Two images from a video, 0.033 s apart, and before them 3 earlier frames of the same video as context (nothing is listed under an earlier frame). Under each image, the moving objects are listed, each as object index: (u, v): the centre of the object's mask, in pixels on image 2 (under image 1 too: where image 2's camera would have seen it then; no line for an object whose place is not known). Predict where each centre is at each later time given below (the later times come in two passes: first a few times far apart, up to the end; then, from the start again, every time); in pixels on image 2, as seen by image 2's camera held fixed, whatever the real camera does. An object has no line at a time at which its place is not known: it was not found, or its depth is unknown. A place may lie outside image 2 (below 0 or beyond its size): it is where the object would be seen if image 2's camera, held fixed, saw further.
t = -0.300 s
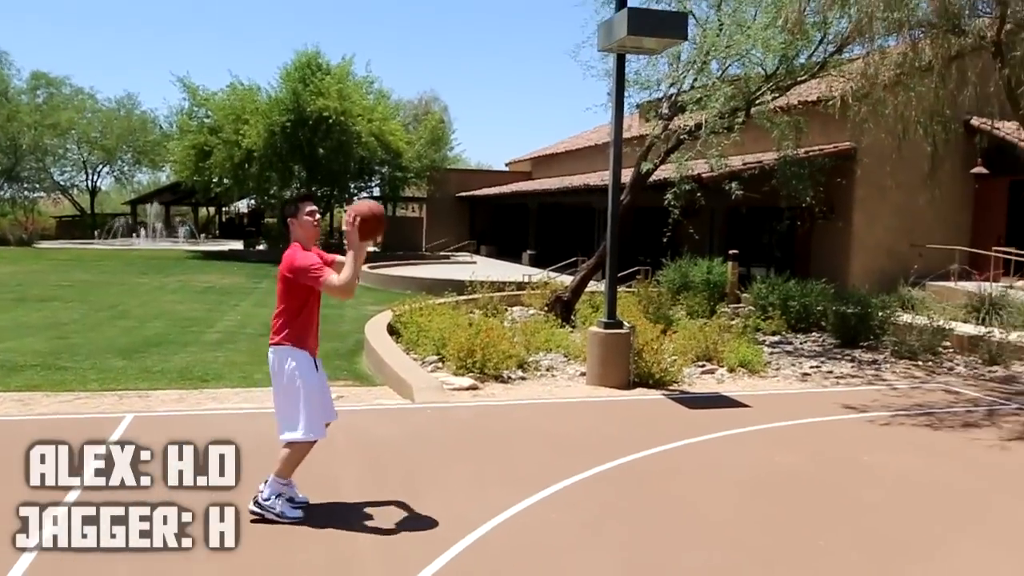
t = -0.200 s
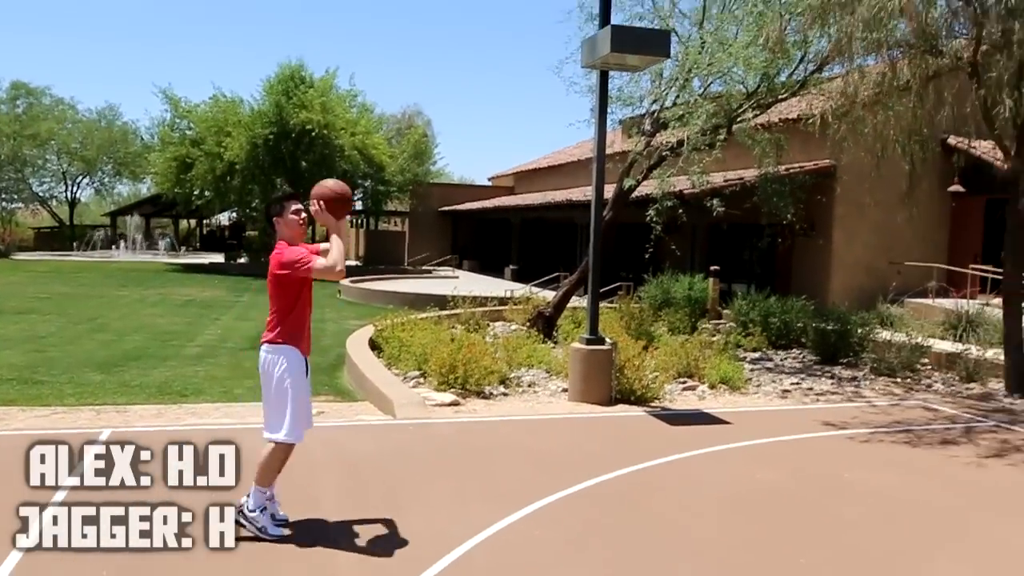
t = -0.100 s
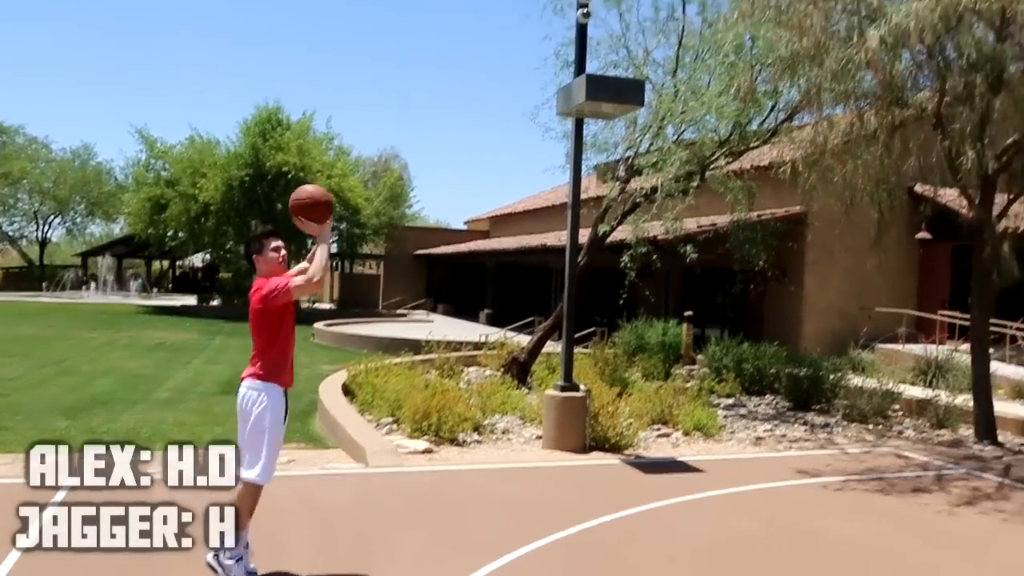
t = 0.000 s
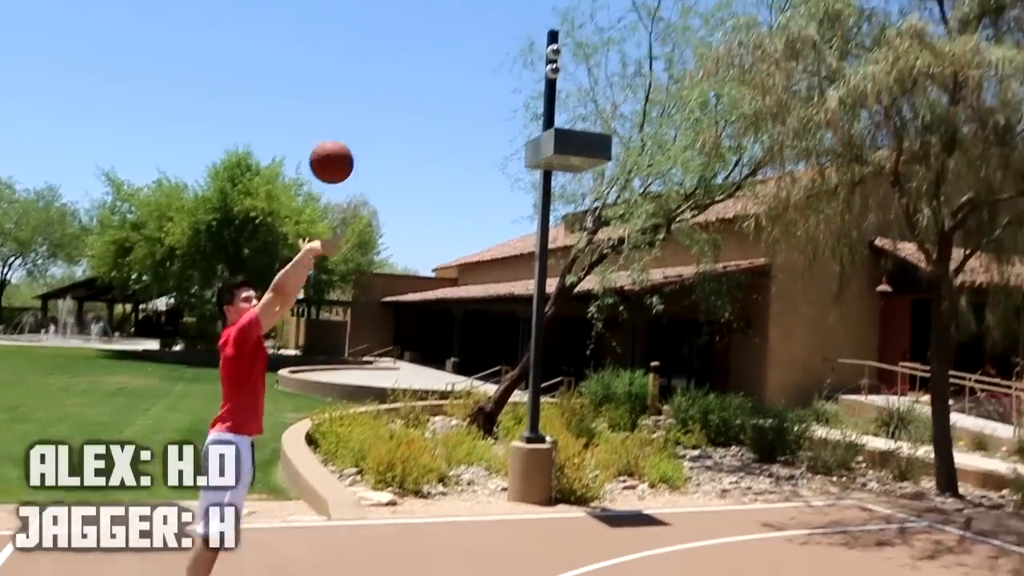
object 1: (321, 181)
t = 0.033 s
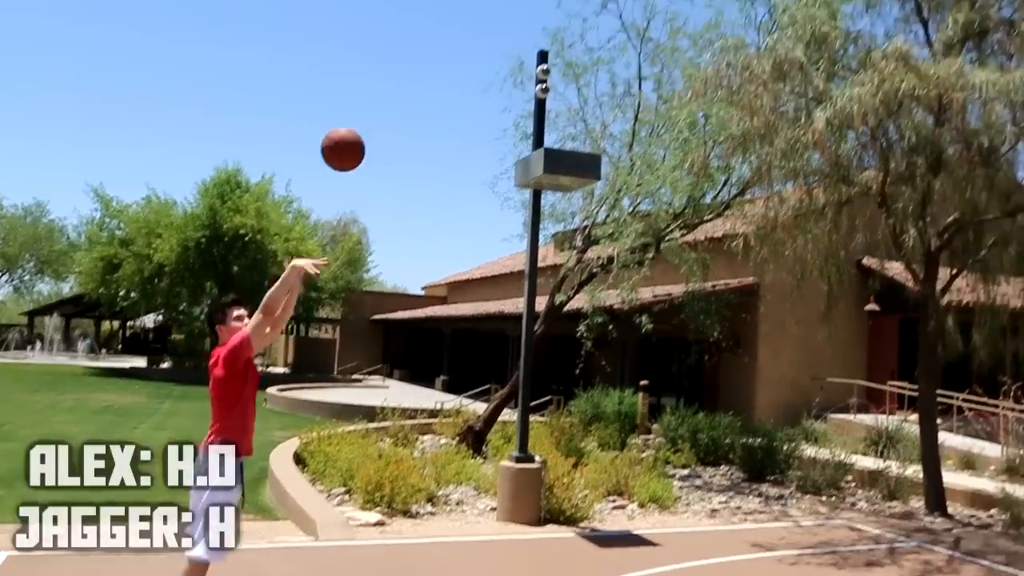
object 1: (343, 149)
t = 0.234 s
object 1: (474, 1)
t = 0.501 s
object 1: (648, -93)
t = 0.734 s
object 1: (801, -71)
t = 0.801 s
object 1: (845, -45)
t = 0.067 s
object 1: (364, 119)
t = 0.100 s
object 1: (386, 92)
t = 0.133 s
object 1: (409, 67)
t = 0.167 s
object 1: (431, 43)
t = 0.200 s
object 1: (453, 21)
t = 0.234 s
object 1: (474, 1)
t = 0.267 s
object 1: (495, -17)
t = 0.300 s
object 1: (517, -33)
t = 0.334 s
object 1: (540, -48)
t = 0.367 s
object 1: (560, -61)
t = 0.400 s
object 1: (582, -72)
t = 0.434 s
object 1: (603, -81)
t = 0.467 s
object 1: (625, -88)
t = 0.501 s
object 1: (648, -93)
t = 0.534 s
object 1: (669, -96)
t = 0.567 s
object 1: (691, -97)
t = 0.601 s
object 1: (712, -95)
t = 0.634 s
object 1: (734, -92)
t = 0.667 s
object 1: (755, -87)
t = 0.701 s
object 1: (777, -79)
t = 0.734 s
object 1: (801, -71)
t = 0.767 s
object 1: (823, -59)
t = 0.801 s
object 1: (845, -45)
